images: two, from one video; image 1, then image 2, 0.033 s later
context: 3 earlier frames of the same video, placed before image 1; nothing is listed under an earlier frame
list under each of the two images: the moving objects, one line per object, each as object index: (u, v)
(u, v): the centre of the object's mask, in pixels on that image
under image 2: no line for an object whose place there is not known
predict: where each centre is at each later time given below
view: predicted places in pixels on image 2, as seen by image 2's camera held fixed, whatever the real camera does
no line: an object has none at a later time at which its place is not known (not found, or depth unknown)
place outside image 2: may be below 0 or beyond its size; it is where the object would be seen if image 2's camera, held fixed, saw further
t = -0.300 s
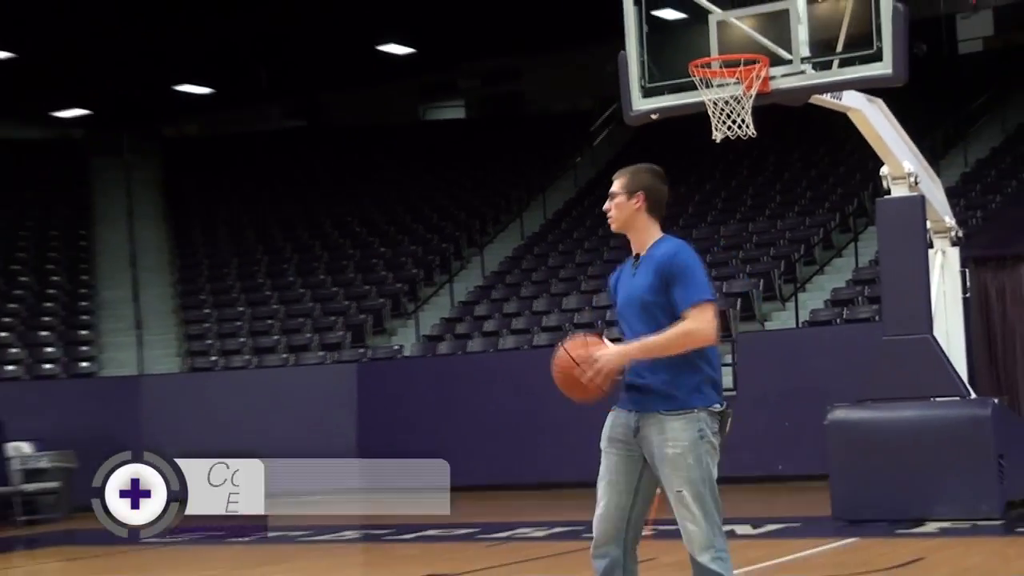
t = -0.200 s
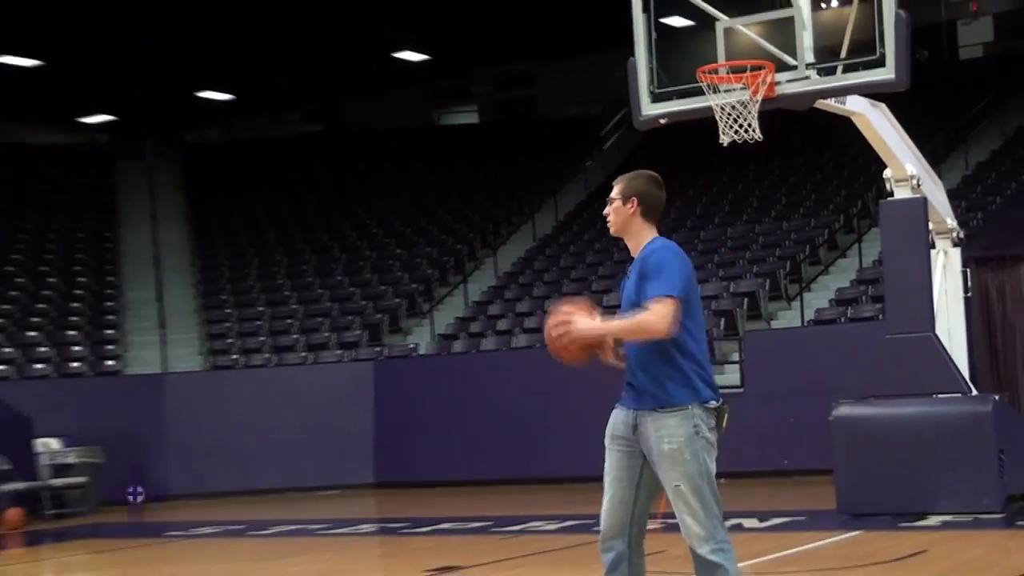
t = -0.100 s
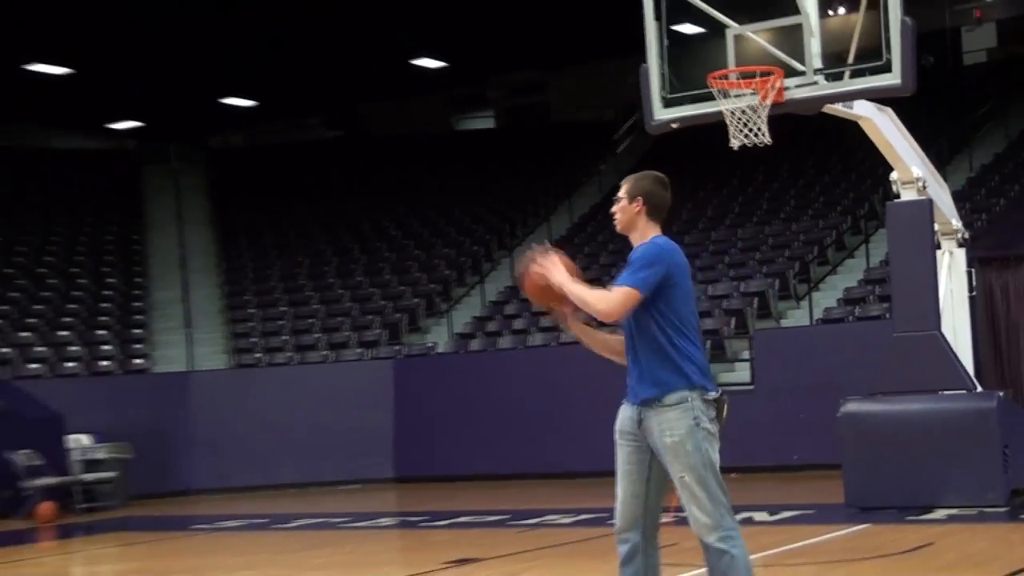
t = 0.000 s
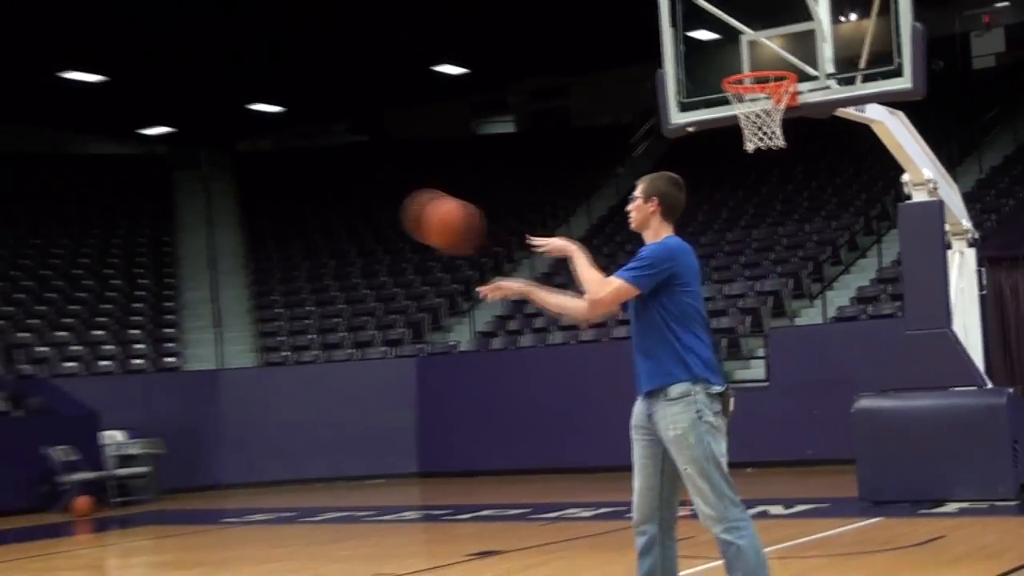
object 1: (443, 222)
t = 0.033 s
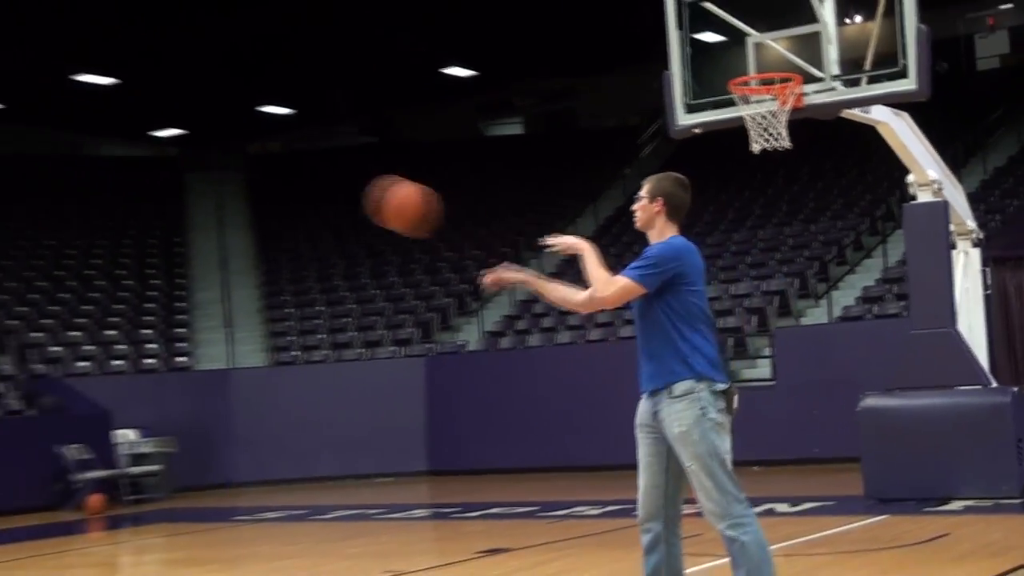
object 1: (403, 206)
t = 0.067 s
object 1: (353, 194)
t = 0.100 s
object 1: (305, 183)
